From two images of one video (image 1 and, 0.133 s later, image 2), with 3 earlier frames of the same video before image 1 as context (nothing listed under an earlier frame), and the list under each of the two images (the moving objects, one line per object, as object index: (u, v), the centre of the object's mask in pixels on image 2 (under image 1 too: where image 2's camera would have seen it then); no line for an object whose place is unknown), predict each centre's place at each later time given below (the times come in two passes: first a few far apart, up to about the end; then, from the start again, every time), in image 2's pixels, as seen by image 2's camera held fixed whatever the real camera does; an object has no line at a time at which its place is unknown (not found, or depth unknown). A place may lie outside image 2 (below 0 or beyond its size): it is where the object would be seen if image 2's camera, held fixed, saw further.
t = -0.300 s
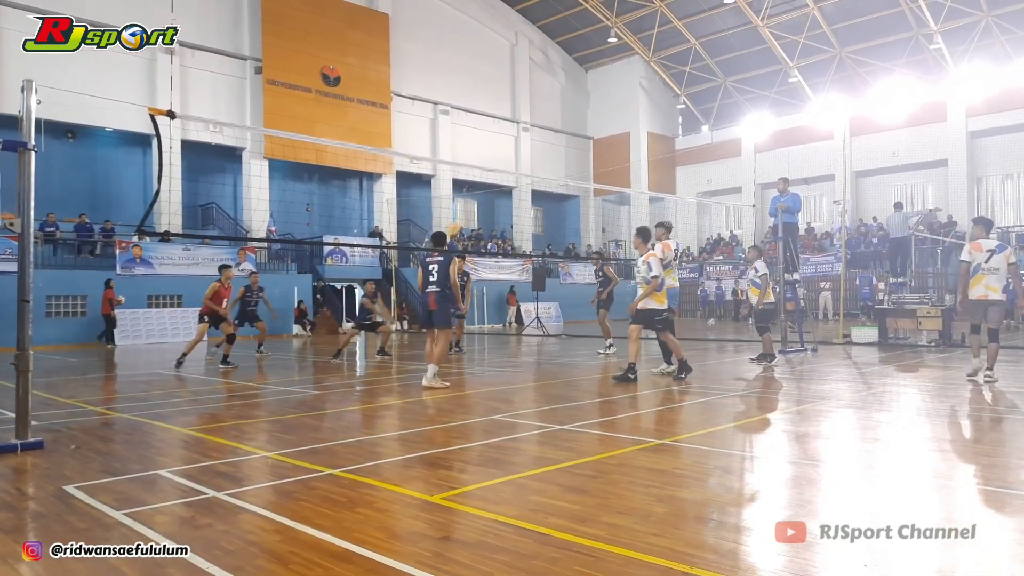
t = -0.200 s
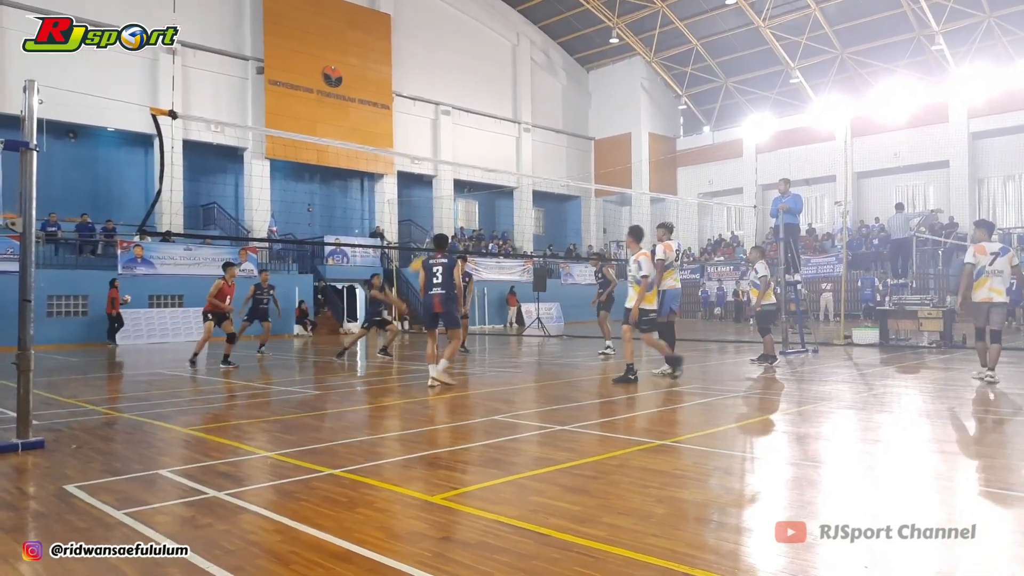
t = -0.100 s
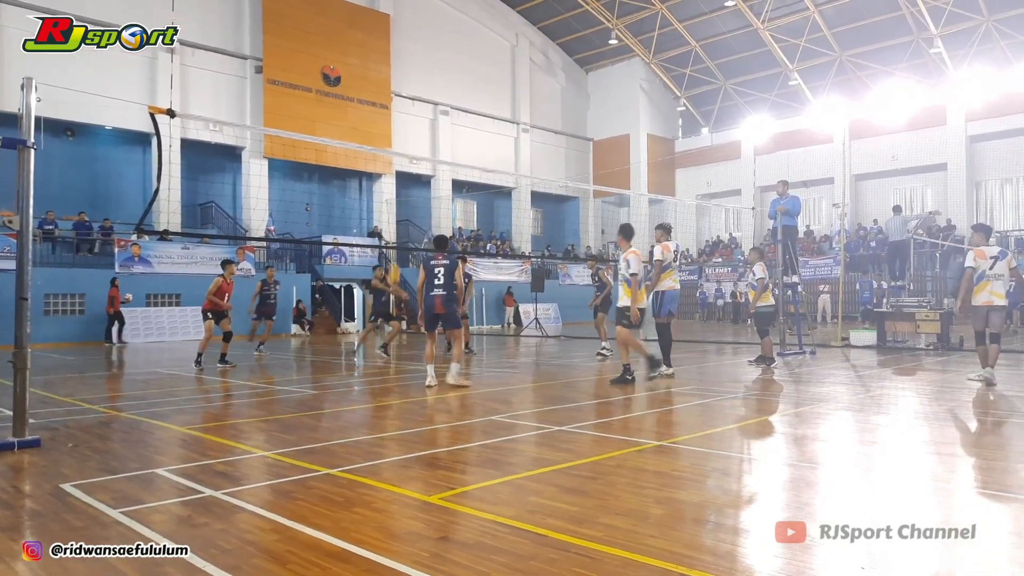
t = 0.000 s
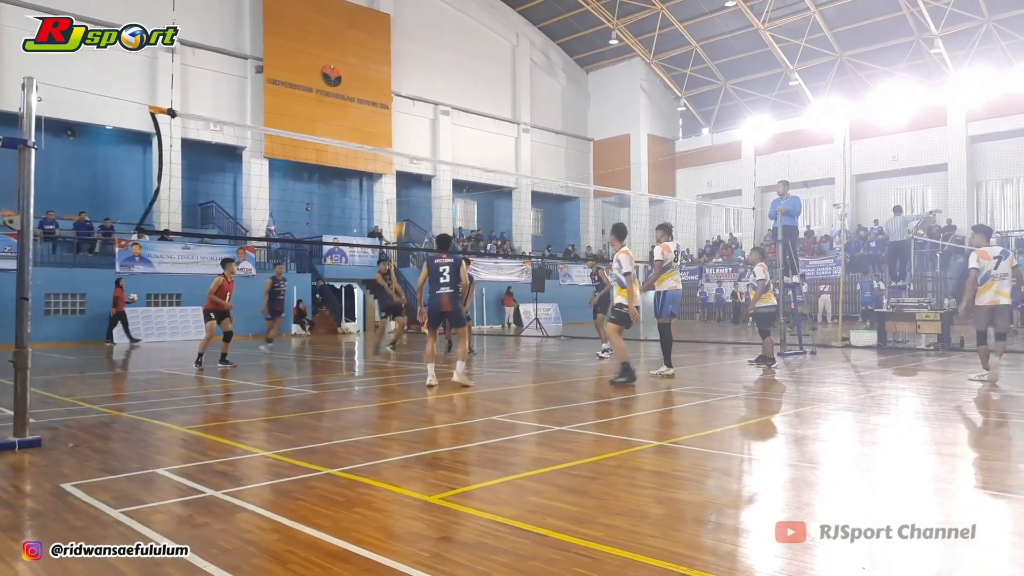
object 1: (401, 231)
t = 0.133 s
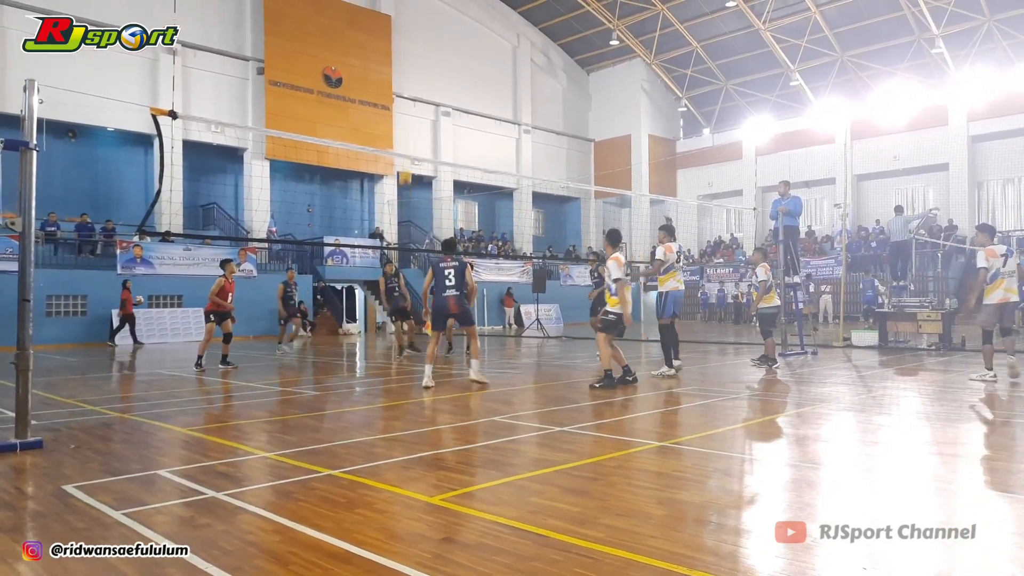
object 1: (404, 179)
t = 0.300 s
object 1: (412, 121)
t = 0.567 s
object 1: (423, 61)
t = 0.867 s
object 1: (437, 41)
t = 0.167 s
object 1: (406, 165)
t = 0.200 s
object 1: (407, 151)
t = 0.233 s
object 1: (409, 142)
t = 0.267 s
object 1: (410, 131)
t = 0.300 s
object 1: (412, 121)
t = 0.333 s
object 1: (413, 111)
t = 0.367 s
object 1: (415, 102)
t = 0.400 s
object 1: (416, 94)
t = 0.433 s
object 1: (417, 86)
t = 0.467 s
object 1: (419, 79)
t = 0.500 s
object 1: (420, 72)
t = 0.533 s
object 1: (421, 66)
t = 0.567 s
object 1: (423, 61)
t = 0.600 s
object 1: (425, 56)
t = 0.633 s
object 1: (426, 52)
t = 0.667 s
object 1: (427, 48)
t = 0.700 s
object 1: (428, 46)
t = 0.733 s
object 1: (430, 43)
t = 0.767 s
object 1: (432, 42)
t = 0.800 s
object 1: (433, 41)
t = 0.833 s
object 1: (435, 41)
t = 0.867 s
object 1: (437, 41)
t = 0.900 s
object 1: (438, 43)
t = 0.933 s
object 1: (440, 45)
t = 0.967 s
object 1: (441, 48)
